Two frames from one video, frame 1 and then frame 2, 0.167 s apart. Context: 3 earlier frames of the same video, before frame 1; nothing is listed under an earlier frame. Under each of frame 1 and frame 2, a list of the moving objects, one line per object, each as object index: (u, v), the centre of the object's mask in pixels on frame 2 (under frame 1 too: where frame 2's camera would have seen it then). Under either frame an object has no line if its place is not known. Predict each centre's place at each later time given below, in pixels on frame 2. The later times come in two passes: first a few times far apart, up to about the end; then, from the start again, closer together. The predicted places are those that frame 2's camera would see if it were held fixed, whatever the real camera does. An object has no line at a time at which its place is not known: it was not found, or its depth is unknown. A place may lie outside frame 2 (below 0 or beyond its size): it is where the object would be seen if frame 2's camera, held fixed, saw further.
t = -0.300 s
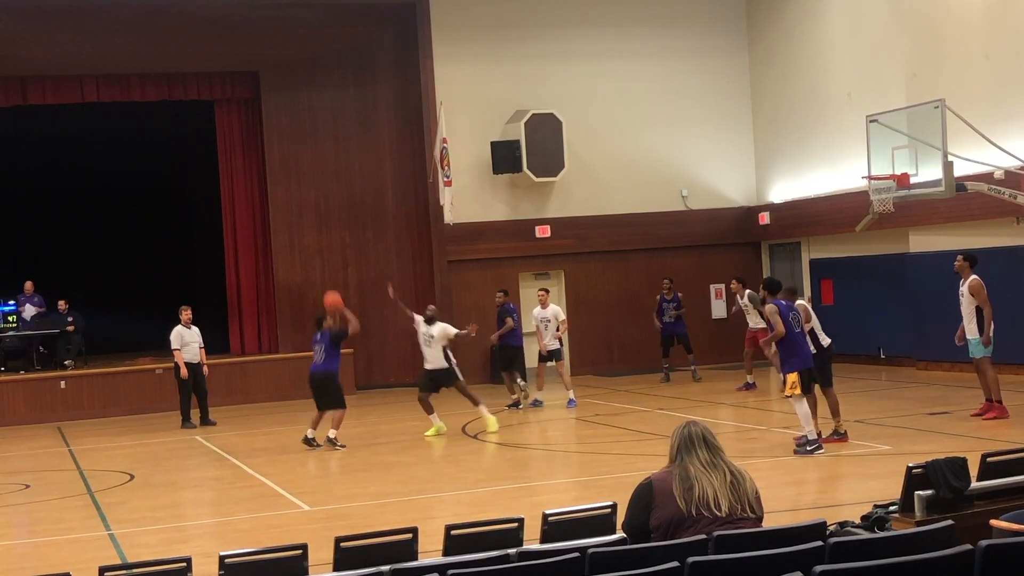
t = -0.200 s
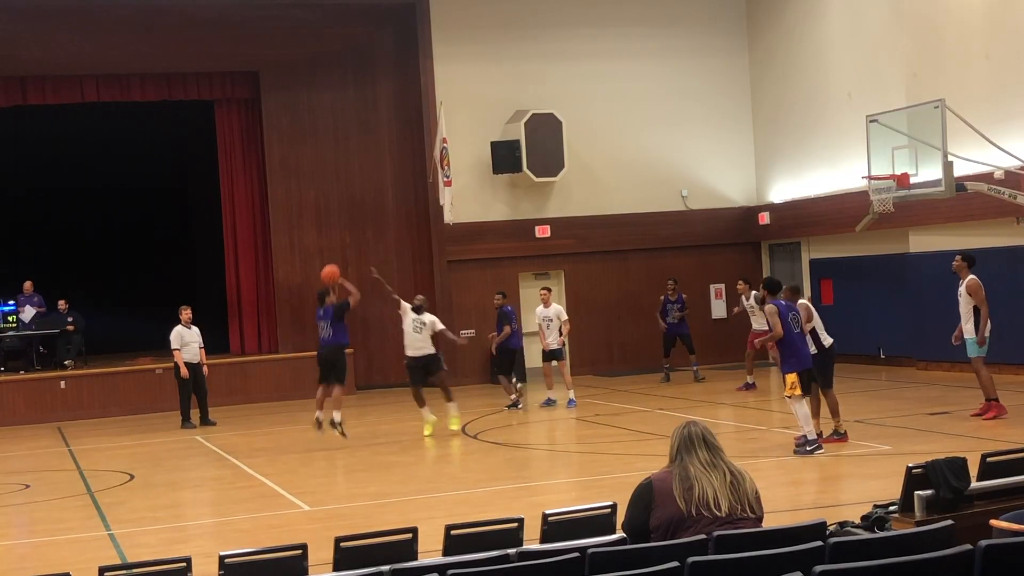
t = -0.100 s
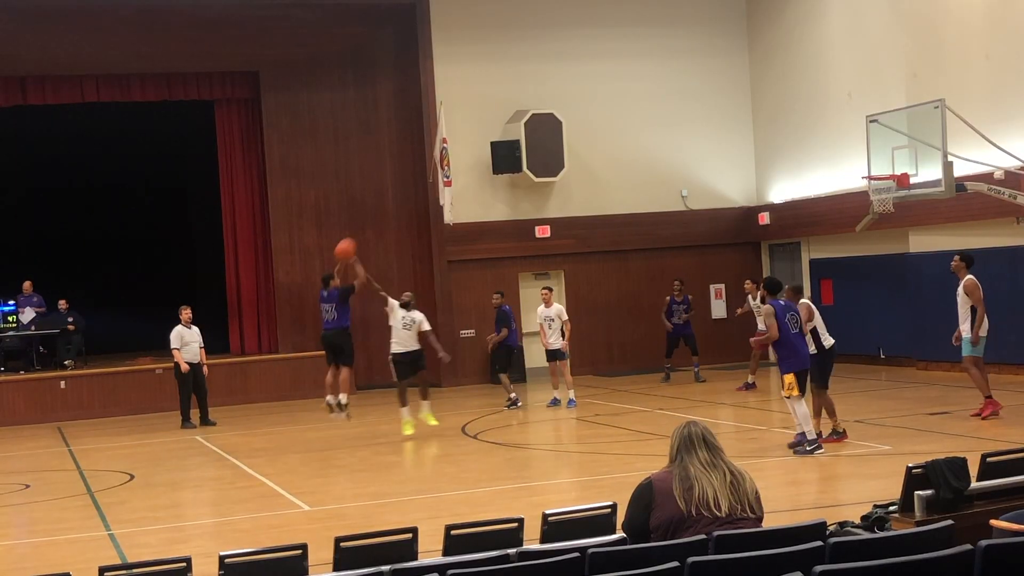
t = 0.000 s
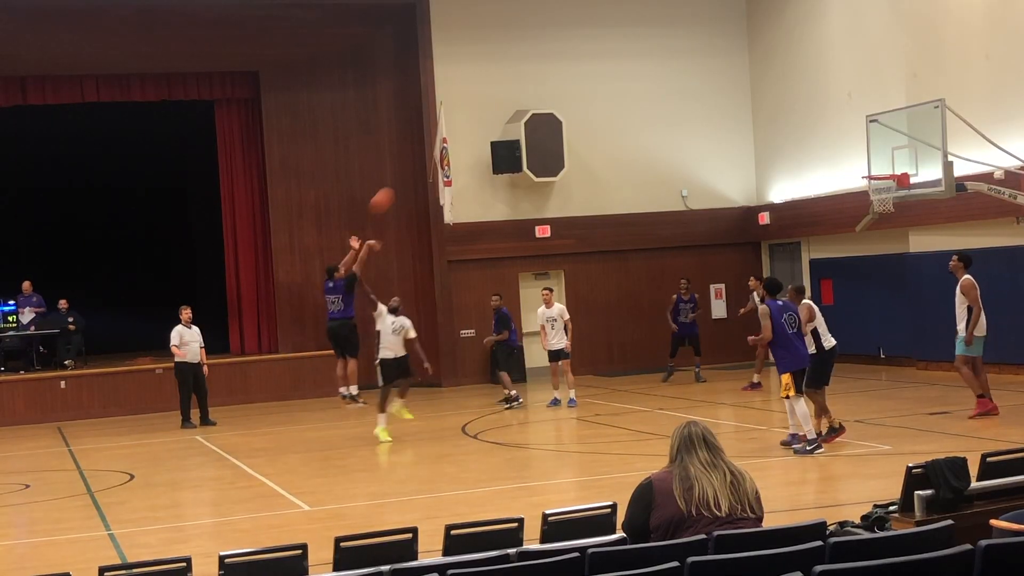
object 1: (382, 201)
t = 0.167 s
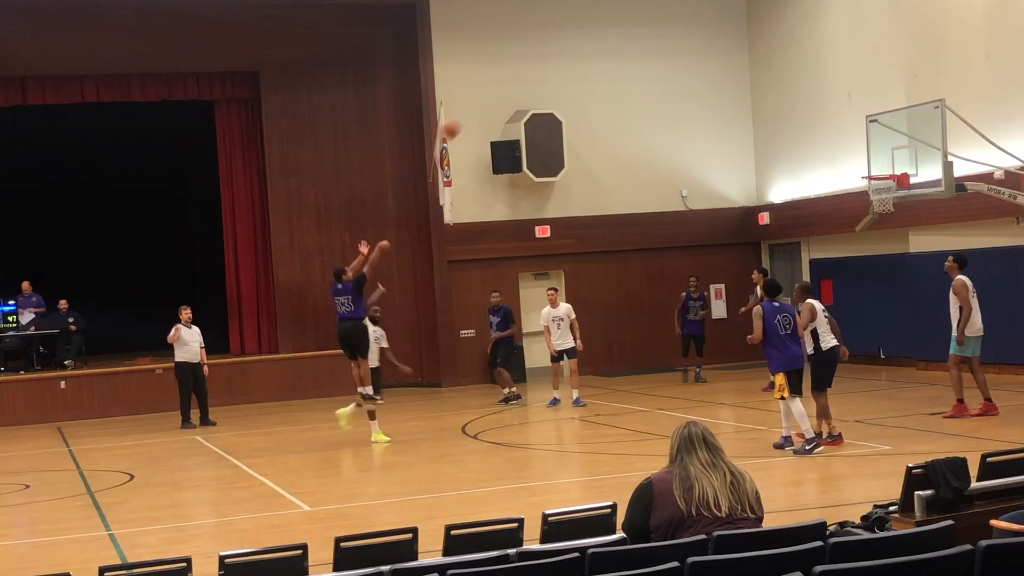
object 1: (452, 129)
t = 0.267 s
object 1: (490, 98)
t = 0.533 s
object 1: (596, 49)
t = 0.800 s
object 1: (701, 53)
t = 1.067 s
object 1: (805, 108)
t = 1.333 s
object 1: (899, 195)
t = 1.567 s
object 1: (883, 238)
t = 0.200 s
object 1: (464, 119)
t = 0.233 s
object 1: (477, 108)
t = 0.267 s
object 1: (490, 98)
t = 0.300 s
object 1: (503, 89)
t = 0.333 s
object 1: (517, 81)
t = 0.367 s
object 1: (530, 74)
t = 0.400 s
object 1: (543, 67)
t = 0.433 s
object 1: (556, 62)
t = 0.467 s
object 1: (570, 57)
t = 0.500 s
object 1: (583, 53)
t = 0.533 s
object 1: (596, 49)
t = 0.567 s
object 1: (609, 47)
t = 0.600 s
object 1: (622, 46)
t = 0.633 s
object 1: (636, 45)
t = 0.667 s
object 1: (649, 45)
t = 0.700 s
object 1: (662, 46)
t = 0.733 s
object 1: (675, 48)
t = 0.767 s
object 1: (688, 50)
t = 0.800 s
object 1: (701, 53)
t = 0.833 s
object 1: (714, 58)
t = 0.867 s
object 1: (727, 63)
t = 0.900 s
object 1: (741, 69)
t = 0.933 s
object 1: (754, 75)
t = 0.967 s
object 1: (766, 82)
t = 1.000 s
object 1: (779, 90)
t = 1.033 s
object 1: (792, 98)
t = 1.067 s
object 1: (805, 108)
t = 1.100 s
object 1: (818, 118)
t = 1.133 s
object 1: (831, 128)
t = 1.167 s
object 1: (844, 140)
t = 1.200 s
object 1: (857, 152)
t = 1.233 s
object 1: (870, 164)
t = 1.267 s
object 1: (884, 180)
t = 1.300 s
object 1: (896, 192)
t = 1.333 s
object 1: (899, 195)
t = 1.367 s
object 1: (900, 196)
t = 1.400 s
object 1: (896, 204)
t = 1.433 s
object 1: (893, 207)
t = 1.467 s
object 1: (890, 213)
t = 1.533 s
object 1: (886, 229)
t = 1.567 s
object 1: (883, 238)
